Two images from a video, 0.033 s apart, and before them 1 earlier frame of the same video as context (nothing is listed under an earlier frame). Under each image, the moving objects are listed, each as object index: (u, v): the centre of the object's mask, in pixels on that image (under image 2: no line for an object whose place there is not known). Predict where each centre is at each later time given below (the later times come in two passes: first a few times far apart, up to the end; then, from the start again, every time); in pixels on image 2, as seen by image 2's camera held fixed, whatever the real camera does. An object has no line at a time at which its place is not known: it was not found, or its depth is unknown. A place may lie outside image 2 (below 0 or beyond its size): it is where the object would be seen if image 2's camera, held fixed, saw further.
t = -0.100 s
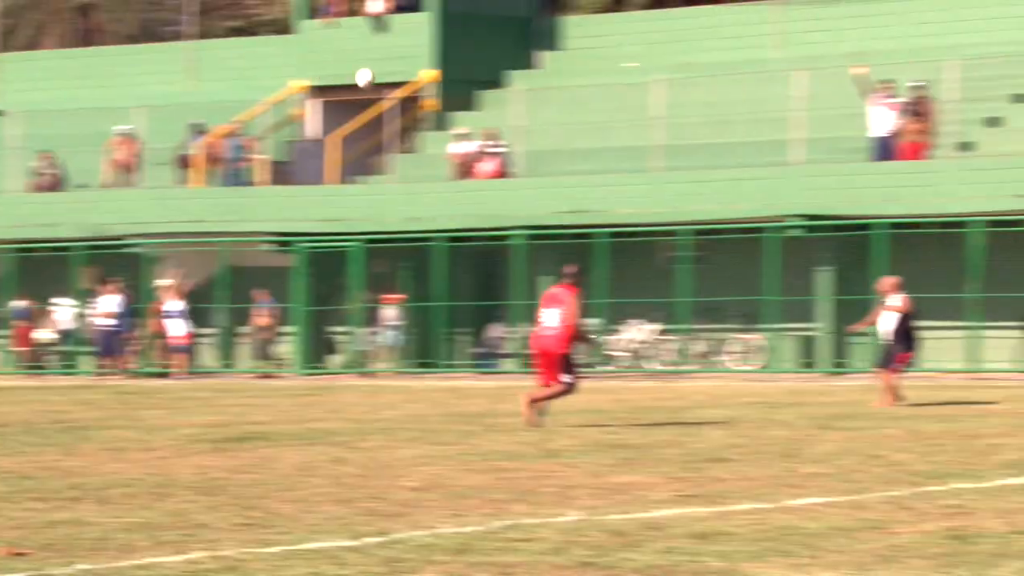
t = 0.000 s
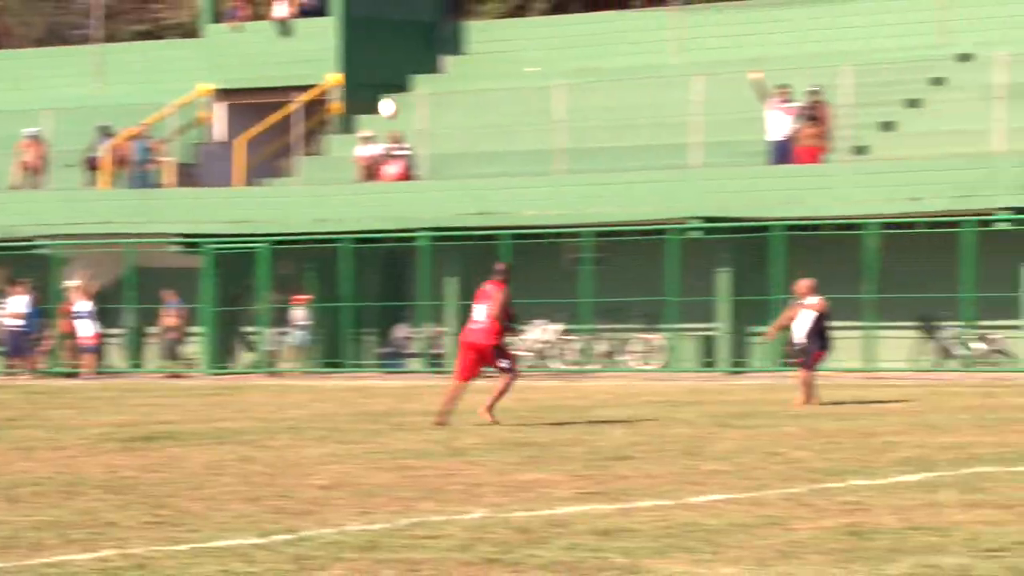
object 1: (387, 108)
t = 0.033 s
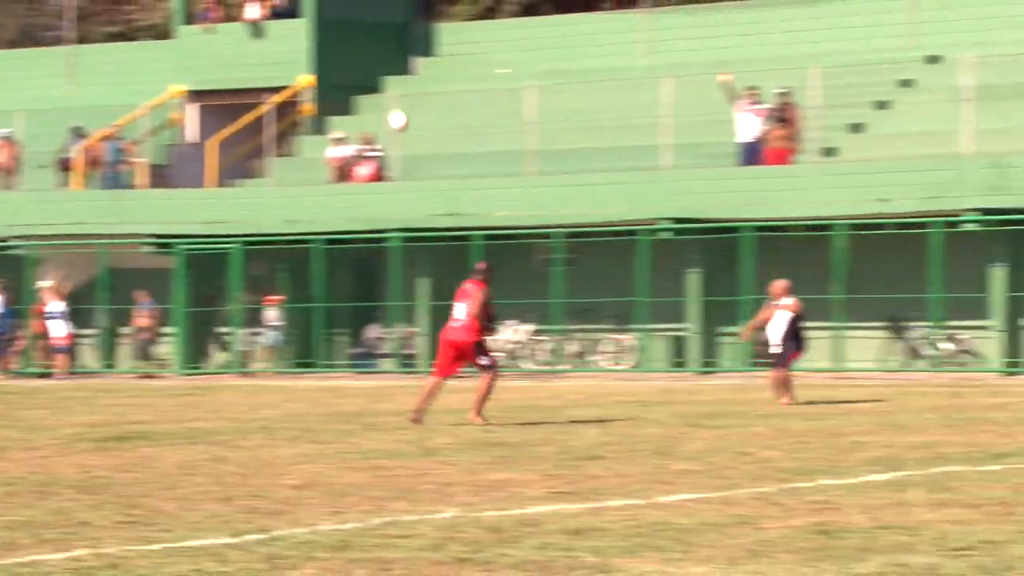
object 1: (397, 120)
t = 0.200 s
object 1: (587, 181)
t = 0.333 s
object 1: (739, 242)
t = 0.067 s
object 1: (435, 132)
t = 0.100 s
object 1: (473, 143)
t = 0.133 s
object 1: (511, 156)
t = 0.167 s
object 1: (549, 168)
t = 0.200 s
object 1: (587, 181)
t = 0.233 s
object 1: (625, 195)
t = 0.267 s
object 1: (662, 210)
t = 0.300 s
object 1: (701, 226)
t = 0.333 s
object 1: (739, 242)
